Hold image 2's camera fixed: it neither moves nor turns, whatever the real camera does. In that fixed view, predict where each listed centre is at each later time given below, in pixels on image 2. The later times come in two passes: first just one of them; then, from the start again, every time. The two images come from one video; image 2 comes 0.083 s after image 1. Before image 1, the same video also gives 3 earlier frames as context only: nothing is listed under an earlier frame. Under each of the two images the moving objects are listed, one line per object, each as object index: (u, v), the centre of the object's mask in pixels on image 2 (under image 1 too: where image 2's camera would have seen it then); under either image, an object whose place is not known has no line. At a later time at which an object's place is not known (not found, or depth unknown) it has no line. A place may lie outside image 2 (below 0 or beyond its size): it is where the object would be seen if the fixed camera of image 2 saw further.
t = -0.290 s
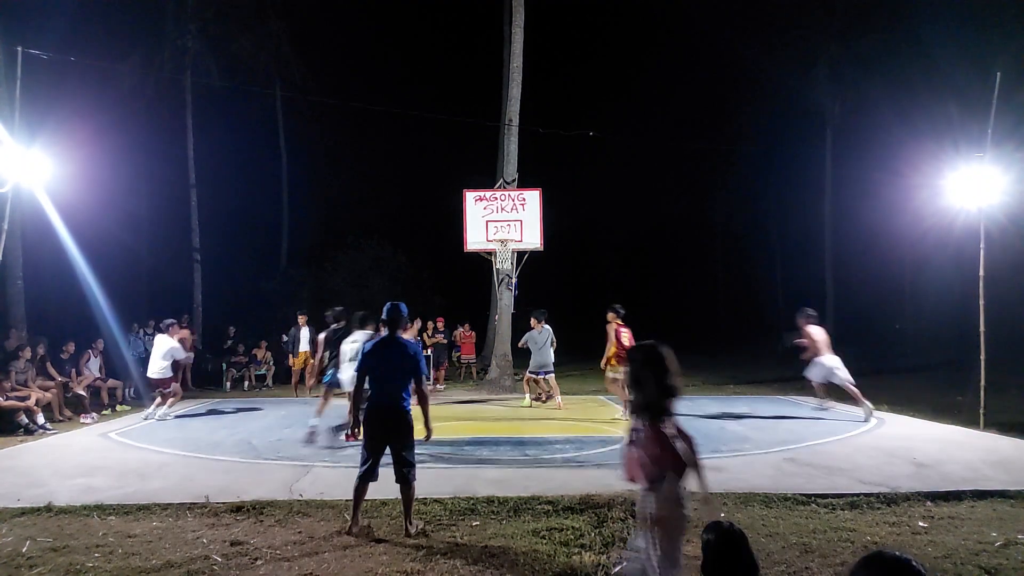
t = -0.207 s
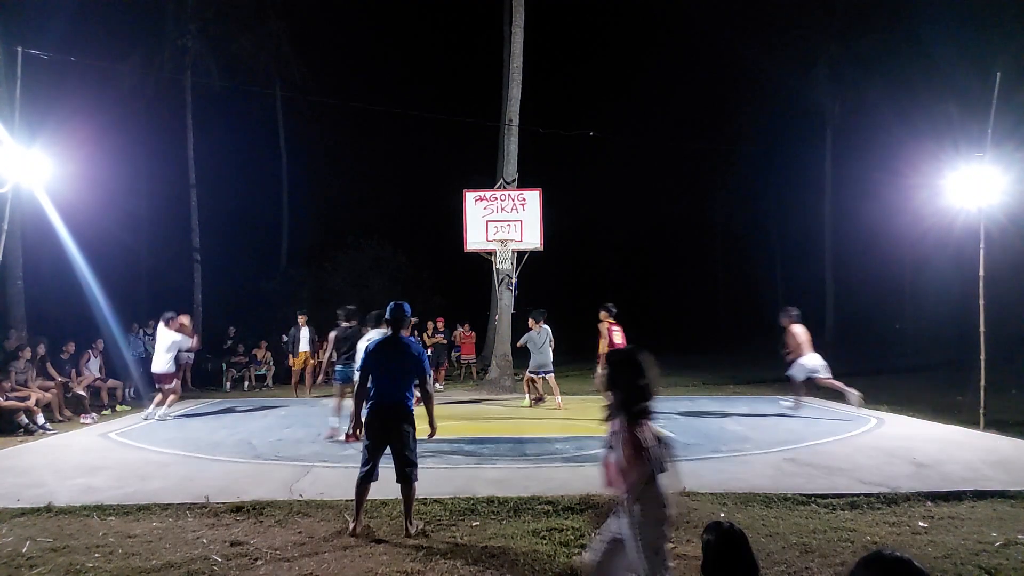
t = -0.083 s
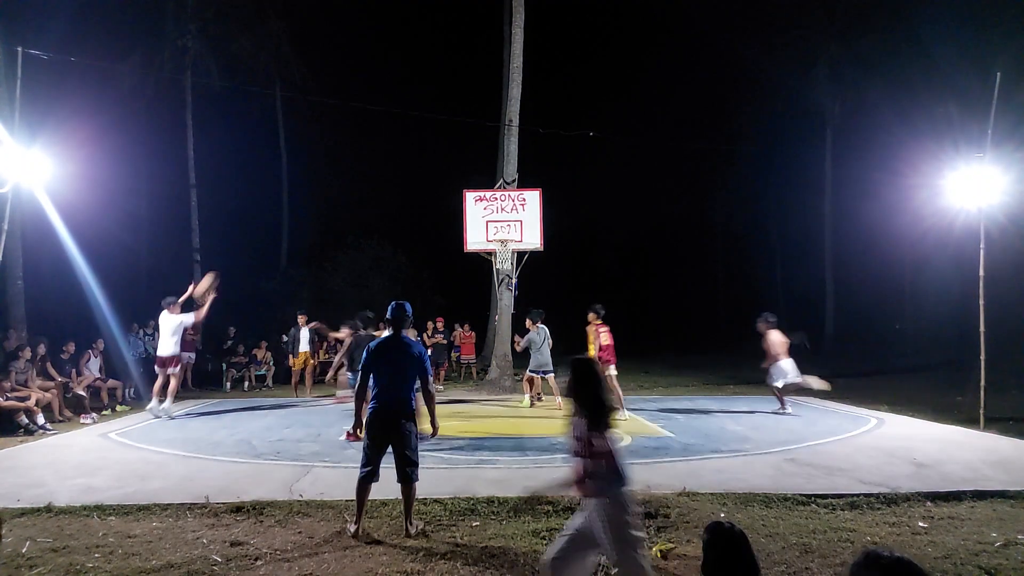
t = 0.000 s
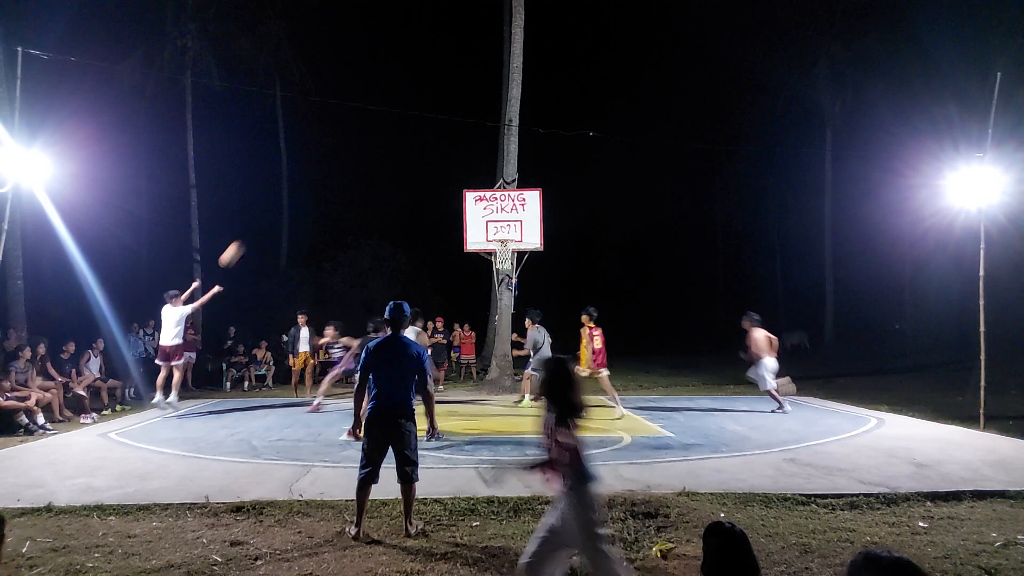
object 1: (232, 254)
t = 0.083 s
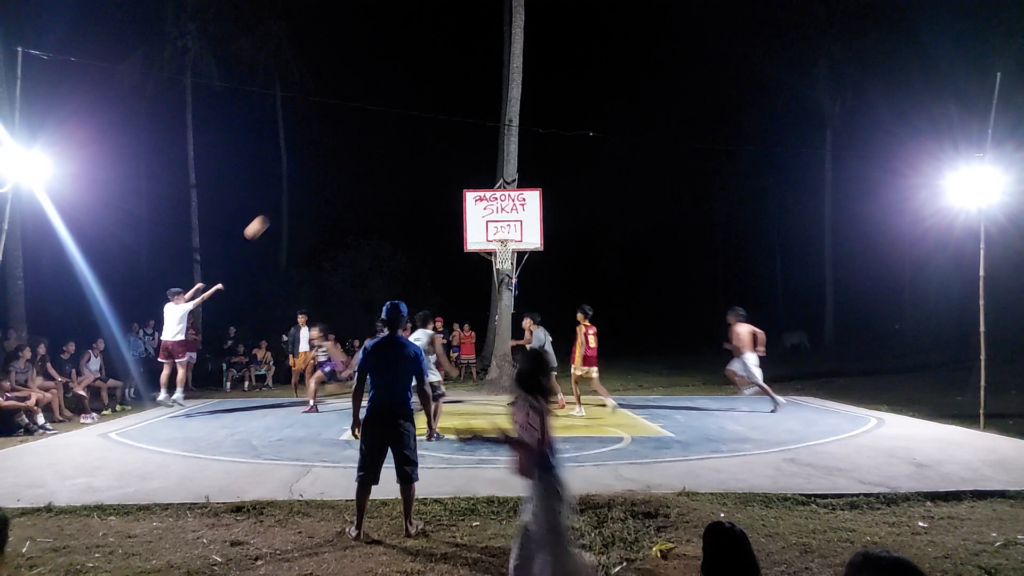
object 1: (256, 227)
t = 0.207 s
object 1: (293, 195)
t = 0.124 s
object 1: (269, 215)
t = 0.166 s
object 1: (281, 205)
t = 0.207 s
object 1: (293, 195)
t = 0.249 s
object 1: (304, 187)
